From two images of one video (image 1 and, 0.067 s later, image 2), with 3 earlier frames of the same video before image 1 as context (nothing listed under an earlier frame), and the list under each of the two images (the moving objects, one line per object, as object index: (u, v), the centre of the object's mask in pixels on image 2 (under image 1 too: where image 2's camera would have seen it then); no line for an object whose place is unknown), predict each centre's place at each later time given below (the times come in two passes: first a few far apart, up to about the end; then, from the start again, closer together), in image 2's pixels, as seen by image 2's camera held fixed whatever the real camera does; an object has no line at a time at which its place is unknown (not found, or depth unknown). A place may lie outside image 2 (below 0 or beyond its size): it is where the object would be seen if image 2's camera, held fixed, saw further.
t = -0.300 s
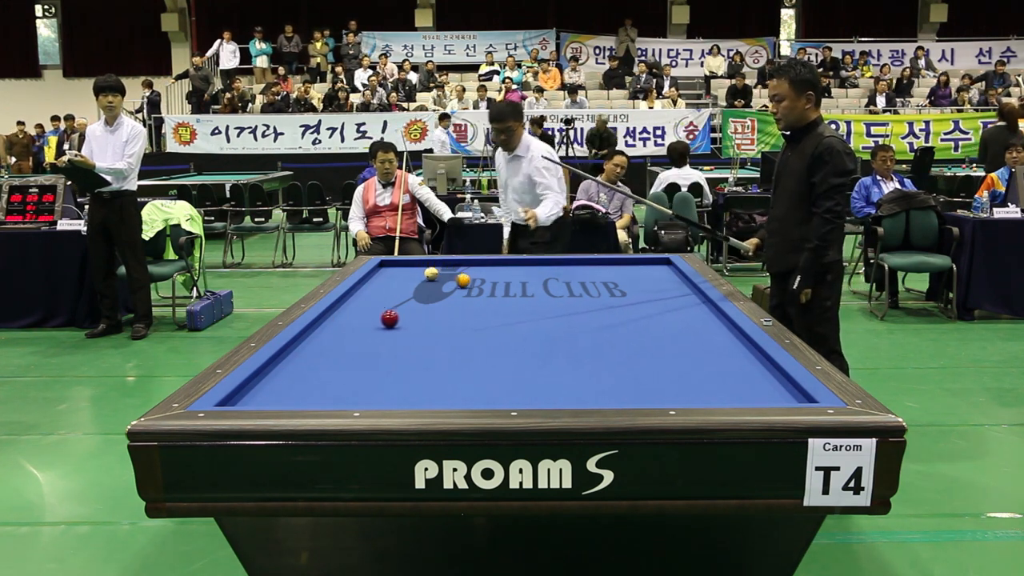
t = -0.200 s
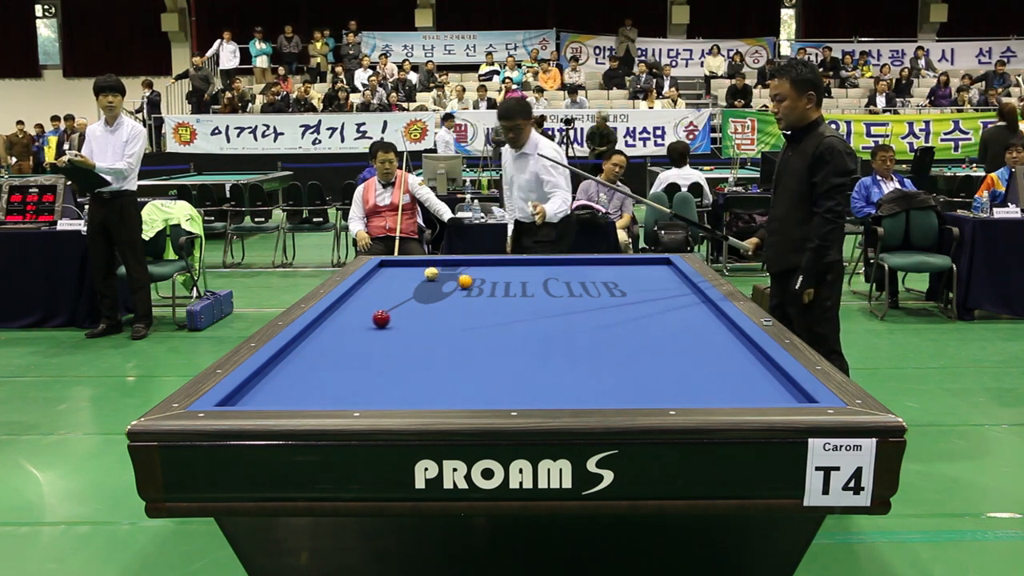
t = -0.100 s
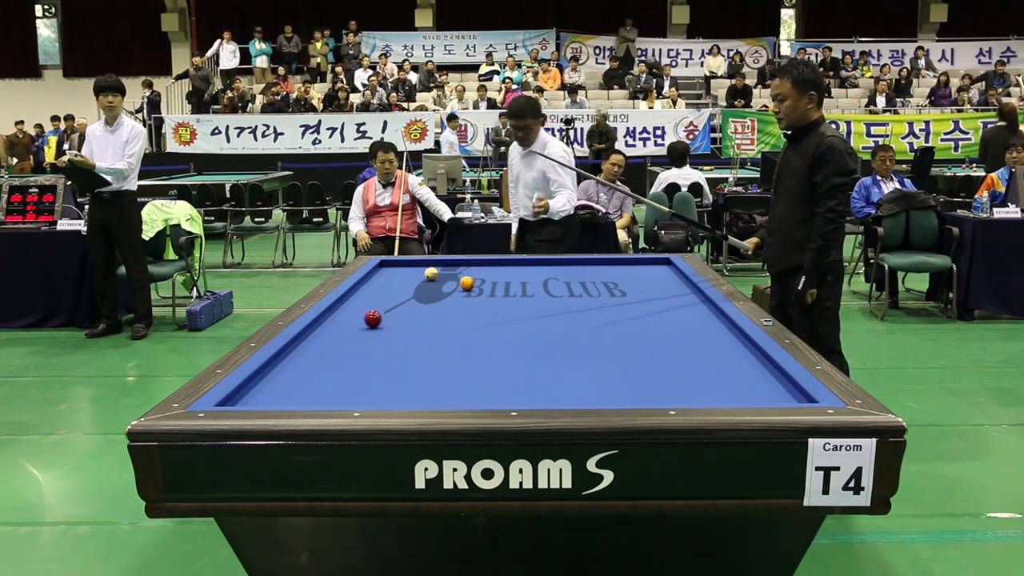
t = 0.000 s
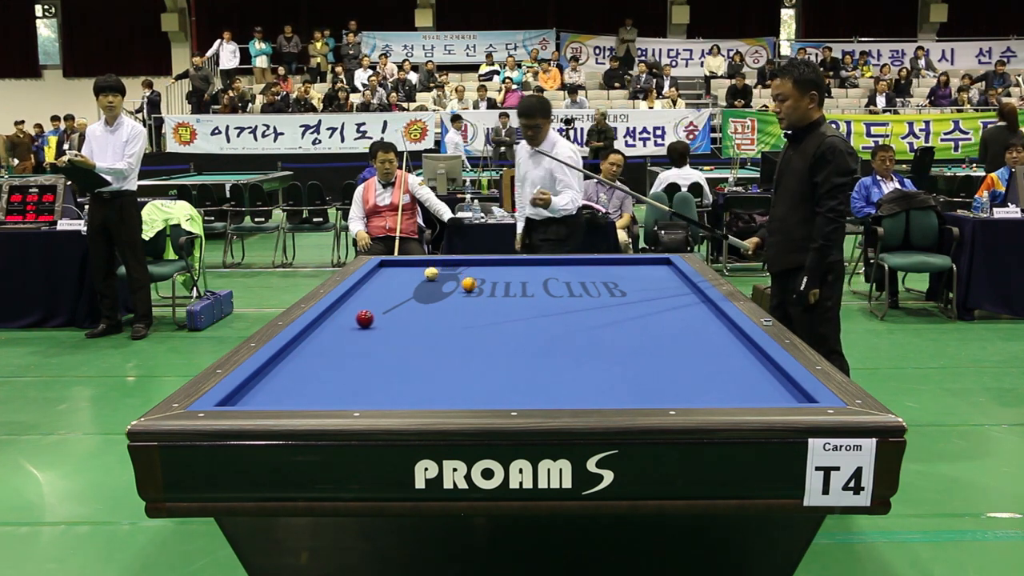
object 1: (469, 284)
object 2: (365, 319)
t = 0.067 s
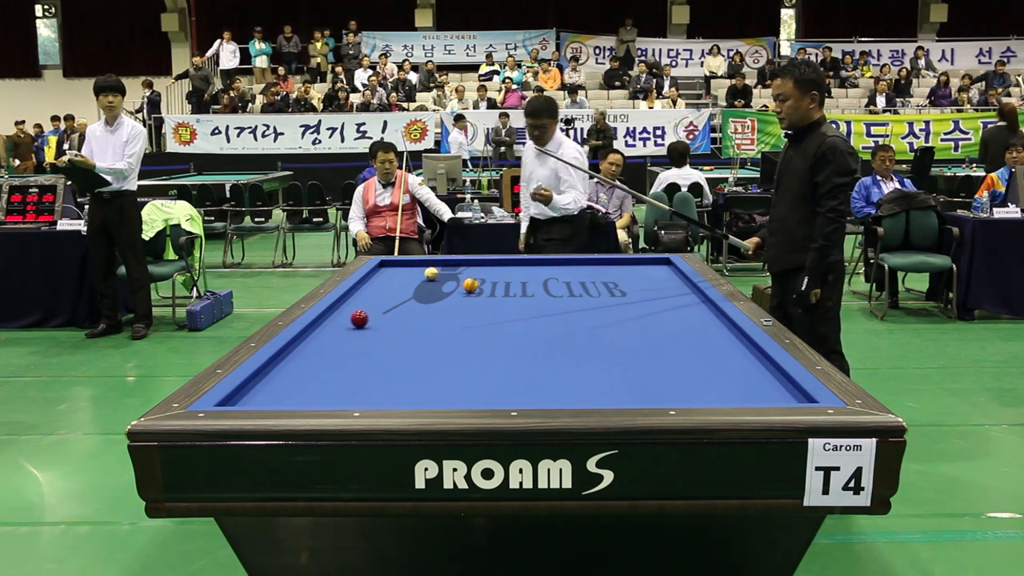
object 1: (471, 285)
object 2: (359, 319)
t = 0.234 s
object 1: (473, 287)
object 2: (346, 319)
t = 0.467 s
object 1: (479, 290)
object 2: (329, 319)
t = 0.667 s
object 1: (483, 293)
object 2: (328, 319)
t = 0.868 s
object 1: (487, 295)
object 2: (336, 319)
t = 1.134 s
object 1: (493, 299)
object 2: (347, 319)
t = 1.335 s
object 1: (497, 302)
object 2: (353, 319)
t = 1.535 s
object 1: (502, 304)
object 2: (360, 319)
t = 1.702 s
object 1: (505, 307)
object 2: (365, 319)
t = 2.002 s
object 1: (512, 310)
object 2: (373, 319)
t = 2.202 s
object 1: (516, 313)
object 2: (377, 318)
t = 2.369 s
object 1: (519, 315)
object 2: (381, 318)
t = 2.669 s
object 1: (526, 319)
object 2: (386, 319)
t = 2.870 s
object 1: (530, 322)
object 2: (389, 318)
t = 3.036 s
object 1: (533, 325)
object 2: (391, 318)
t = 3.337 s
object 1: (539, 329)
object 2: (394, 319)
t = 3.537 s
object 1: (543, 332)
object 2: (395, 319)
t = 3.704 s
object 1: (547, 333)
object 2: (396, 318)
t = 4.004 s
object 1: (552, 338)
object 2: (397, 319)
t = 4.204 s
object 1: (556, 340)
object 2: (397, 319)
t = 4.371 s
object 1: (559, 342)
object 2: (397, 319)
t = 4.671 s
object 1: (565, 345)
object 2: (397, 319)
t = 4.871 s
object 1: (568, 347)
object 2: (397, 319)
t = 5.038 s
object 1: (571, 349)
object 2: (397, 318)
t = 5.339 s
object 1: (576, 352)
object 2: (397, 318)
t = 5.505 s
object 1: (578, 354)
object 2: (397, 318)
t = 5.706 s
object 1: (581, 356)
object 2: (397, 318)
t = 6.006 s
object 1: (585, 358)
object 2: (397, 319)
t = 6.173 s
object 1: (587, 360)
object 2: (397, 319)
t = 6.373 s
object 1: (590, 362)
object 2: (397, 319)
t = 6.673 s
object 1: (592, 364)
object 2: (397, 319)
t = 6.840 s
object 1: (594, 365)
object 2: (397, 319)
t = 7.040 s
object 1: (595, 366)
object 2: (397, 319)
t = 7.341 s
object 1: (598, 368)
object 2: (397, 319)
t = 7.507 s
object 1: (599, 368)
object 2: (397, 319)
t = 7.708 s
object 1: (600, 369)
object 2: (397, 319)
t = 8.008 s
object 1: (602, 370)
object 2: (397, 319)
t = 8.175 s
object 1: (603, 370)
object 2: (397, 319)
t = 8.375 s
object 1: (603, 371)
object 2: (397, 319)
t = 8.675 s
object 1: (603, 371)
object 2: (397, 319)
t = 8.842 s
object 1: (603, 371)
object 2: (397, 319)
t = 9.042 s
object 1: (603, 371)
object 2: (397, 319)
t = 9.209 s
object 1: (603, 371)
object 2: (397, 319)
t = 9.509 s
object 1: (603, 371)
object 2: (397, 319)
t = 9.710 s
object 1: (603, 371)
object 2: (397, 319)
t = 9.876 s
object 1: (603, 371)
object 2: (397, 319)
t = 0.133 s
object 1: (472, 286)
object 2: (354, 319)
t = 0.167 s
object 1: (473, 286)
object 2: (351, 319)
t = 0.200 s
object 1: (473, 287)
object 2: (349, 319)
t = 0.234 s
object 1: (473, 287)
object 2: (346, 319)
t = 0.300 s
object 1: (475, 288)
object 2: (341, 319)
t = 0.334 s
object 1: (476, 289)
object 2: (339, 319)
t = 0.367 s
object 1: (477, 289)
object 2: (336, 319)
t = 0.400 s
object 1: (478, 289)
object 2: (334, 319)
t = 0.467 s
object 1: (479, 290)
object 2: (329, 319)
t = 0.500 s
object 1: (480, 291)
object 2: (326, 319)
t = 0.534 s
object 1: (480, 291)
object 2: (324, 319)
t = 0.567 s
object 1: (481, 292)
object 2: (324, 319)
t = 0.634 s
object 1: (482, 292)
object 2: (327, 319)
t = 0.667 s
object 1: (483, 293)
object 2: (328, 319)
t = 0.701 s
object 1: (484, 293)
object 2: (330, 319)
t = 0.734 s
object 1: (484, 294)
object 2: (331, 319)
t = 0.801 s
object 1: (486, 295)
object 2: (334, 319)
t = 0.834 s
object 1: (486, 295)
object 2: (335, 319)
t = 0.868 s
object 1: (487, 295)
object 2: (336, 319)
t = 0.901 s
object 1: (488, 296)
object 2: (338, 319)
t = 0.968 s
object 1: (490, 296)
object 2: (340, 319)
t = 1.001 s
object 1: (490, 298)
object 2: (342, 319)
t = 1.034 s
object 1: (491, 298)
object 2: (343, 319)
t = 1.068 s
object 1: (491, 298)
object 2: (344, 319)
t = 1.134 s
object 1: (493, 299)
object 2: (347, 319)
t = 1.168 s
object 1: (494, 300)
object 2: (348, 319)
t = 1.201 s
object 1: (494, 300)
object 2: (349, 319)
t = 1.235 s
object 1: (495, 300)
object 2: (350, 319)
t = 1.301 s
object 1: (496, 301)
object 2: (352, 319)
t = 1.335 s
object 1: (497, 302)
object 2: (353, 319)
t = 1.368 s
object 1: (498, 302)
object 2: (355, 319)
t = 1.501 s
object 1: (501, 304)
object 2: (359, 319)
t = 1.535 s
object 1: (502, 304)
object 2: (360, 319)
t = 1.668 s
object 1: (504, 306)
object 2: (364, 319)
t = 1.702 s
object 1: (505, 307)
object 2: (365, 319)
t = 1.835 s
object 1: (508, 308)
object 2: (369, 319)
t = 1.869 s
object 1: (509, 309)
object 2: (369, 319)
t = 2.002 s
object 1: (512, 310)
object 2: (373, 319)
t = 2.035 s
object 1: (512, 311)
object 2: (374, 318)
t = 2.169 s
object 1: (515, 312)
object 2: (377, 318)
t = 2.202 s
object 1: (516, 313)
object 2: (377, 318)
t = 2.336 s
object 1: (519, 315)
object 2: (380, 318)
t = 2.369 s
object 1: (519, 315)
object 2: (381, 318)
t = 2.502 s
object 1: (522, 317)
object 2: (383, 318)
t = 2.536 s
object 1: (523, 318)
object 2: (384, 318)
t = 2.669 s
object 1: (526, 319)
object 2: (386, 319)
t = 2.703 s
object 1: (526, 320)
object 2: (387, 318)
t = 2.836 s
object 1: (529, 322)
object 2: (389, 318)
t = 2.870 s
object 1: (530, 322)
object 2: (389, 318)
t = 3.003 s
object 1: (532, 324)
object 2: (391, 318)
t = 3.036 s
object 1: (533, 325)
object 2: (391, 318)
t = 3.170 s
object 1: (536, 327)
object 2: (393, 318)
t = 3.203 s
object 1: (536, 327)
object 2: (393, 318)
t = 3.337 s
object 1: (539, 329)
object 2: (394, 319)
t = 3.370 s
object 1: (540, 329)
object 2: (394, 318)
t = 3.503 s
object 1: (542, 331)
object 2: (395, 319)
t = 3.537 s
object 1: (543, 332)
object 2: (395, 319)
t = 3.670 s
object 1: (546, 333)
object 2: (396, 318)
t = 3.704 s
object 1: (547, 333)
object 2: (396, 318)
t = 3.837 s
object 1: (549, 335)
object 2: (397, 319)
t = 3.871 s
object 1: (550, 336)
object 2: (397, 318)
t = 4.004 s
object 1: (552, 338)
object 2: (397, 319)
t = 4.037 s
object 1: (553, 338)
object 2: (397, 319)
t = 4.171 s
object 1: (555, 339)
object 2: (397, 319)
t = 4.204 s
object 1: (556, 340)
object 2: (397, 319)
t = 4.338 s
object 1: (558, 341)
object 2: (397, 319)
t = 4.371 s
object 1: (559, 342)
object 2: (397, 319)
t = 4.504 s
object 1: (562, 344)
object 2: (397, 318)
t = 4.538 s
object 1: (562, 344)
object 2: (397, 318)
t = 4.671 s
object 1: (565, 345)
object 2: (397, 319)
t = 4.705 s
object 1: (565, 346)
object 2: (397, 318)
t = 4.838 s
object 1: (567, 347)
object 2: (397, 318)
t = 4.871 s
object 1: (568, 347)
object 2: (397, 319)
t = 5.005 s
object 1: (570, 348)
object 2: (397, 318)
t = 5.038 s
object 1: (571, 349)
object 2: (397, 318)
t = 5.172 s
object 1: (573, 350)
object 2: (397, 318)
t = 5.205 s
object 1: (574, 351)
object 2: (397, 319)
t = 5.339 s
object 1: (576, 352)
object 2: (397, 318)
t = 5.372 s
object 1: (576, 353)
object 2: (397, 318)
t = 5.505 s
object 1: (578, 354)
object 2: (397, 318)
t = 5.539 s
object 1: (579, 355)
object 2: (397, 318)
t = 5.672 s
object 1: (581, 355)
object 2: (397, 318)
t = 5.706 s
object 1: (581, 356)
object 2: (397, 318)
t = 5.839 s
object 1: (583, 357)
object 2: (397, 318)
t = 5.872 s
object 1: (584, 358)
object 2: (397, 318)
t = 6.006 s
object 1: (585, 358)
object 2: (397, 319)
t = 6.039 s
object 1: (586, 359)
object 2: (397, 319)
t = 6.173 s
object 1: (587, 360)
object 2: (397, 319)
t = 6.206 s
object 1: (588, 360)
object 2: (397, 319)
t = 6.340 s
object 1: (589, 361)
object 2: (397, 319)
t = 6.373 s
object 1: (590, 362)
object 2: (397, 319)
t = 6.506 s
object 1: (591, 362)
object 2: (397, 319)
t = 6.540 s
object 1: (591, 363)
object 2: (397, 319)
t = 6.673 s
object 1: (592, 364)
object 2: (397, 319)
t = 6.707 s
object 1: (592, 364)
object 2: (397, 319)
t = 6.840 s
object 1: (594, 365)
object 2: (397, 319)
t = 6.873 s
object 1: (594, 365)
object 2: (397, 319)
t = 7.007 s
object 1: (595, 366)
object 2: (397, 319)
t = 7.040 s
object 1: (595, 366)
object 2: (397, 319)
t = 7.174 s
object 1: (597, 367)
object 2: (397, 319)
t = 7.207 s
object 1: (597, 367)
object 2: (397, 319)
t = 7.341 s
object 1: (598, 368)
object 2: (397, 319)
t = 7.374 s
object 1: (599, 368)
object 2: (397, 319)
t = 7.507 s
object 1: (599, 368)
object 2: (397, 319)
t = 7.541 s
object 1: (600, 368)
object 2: (397, 319)
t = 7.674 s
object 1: (600, 369)
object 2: (397, 319)
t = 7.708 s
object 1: (600, 369)
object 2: (397, 319)
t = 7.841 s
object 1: (601, 369)
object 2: (397, 319)
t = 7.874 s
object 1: (601, 369)
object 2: (397, 319)
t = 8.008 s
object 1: (602, 370)
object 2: (397, 319)
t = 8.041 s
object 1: (602, 370)
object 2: (397, 319)
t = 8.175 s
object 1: (603, 370)
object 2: (397, 319)
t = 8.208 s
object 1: (603, 370)
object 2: (397, 319)
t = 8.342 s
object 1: (603, 371)
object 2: (397, 319)
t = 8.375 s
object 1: (603, 371)
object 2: (397, 319)
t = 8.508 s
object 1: (603, 371)
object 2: (397, 319)
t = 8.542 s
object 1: (603, 371)
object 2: (397, 319)
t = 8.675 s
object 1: (603, 371)
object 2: (397, 319)
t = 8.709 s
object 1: (603, 371)
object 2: (397, 319)
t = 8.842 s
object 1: (603, 371)
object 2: (397, 319)
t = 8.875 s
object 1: (603, 371)
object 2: (397, 319)
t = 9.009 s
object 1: (603, 371)
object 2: (397, 319)
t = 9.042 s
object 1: (603, 371)
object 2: (397, 319)
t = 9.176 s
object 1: (603, 371)
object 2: (397, 319)
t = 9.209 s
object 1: (603, 371)
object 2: (397, 319)
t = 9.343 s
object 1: (603, 371)
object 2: (397, 319)
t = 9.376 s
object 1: (603, 371)
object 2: (397, 319)
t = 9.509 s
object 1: (603, 371)
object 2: (397, 319)
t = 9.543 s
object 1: (603, 371)
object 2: (397, 319)
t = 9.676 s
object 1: (603, 371)
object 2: (397, 319)
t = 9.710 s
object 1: (603, 371)
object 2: (397, 319)
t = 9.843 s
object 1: (603, 371)
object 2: (397, 319)
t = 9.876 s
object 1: (603, 371)
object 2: (397, 319)
